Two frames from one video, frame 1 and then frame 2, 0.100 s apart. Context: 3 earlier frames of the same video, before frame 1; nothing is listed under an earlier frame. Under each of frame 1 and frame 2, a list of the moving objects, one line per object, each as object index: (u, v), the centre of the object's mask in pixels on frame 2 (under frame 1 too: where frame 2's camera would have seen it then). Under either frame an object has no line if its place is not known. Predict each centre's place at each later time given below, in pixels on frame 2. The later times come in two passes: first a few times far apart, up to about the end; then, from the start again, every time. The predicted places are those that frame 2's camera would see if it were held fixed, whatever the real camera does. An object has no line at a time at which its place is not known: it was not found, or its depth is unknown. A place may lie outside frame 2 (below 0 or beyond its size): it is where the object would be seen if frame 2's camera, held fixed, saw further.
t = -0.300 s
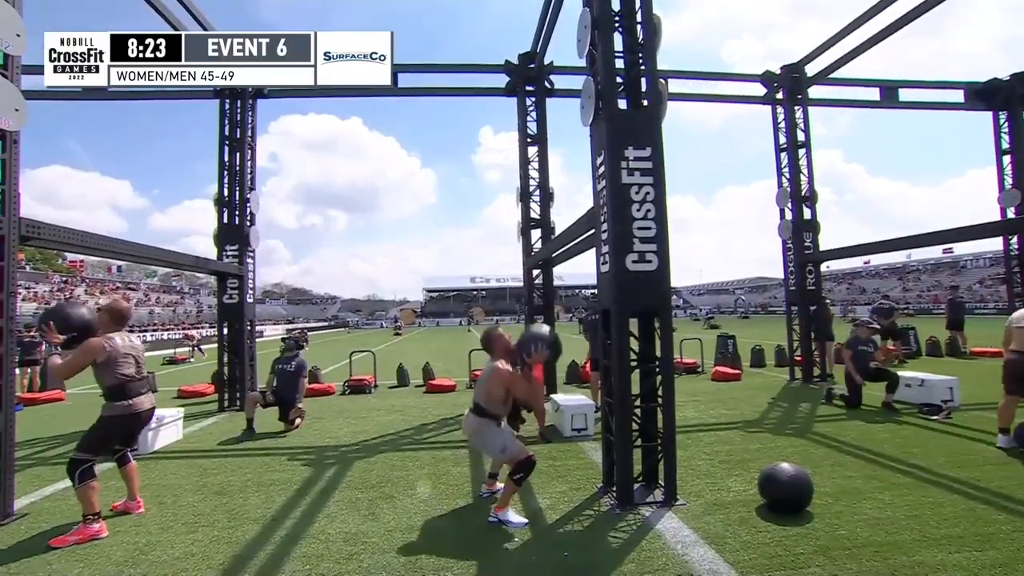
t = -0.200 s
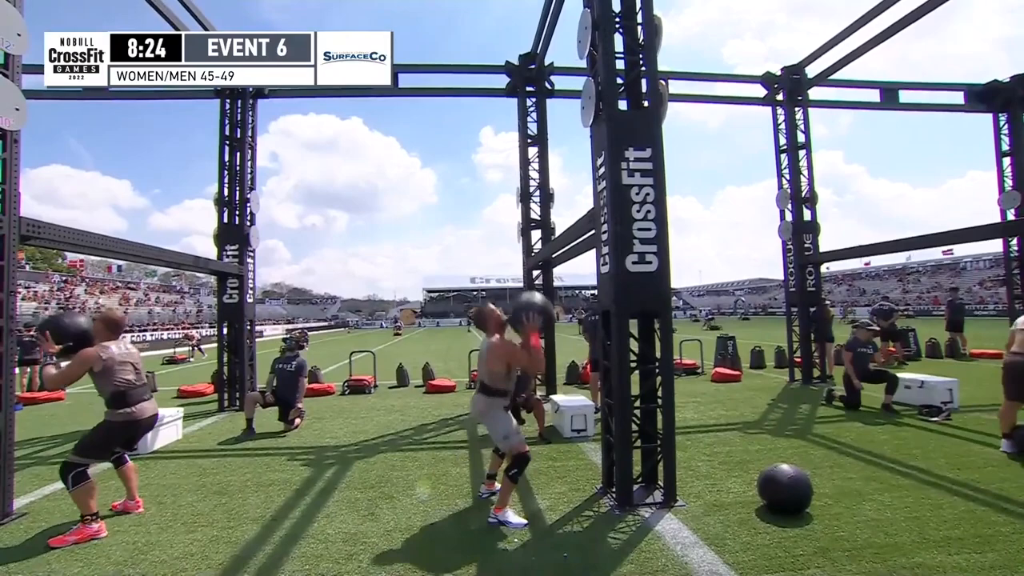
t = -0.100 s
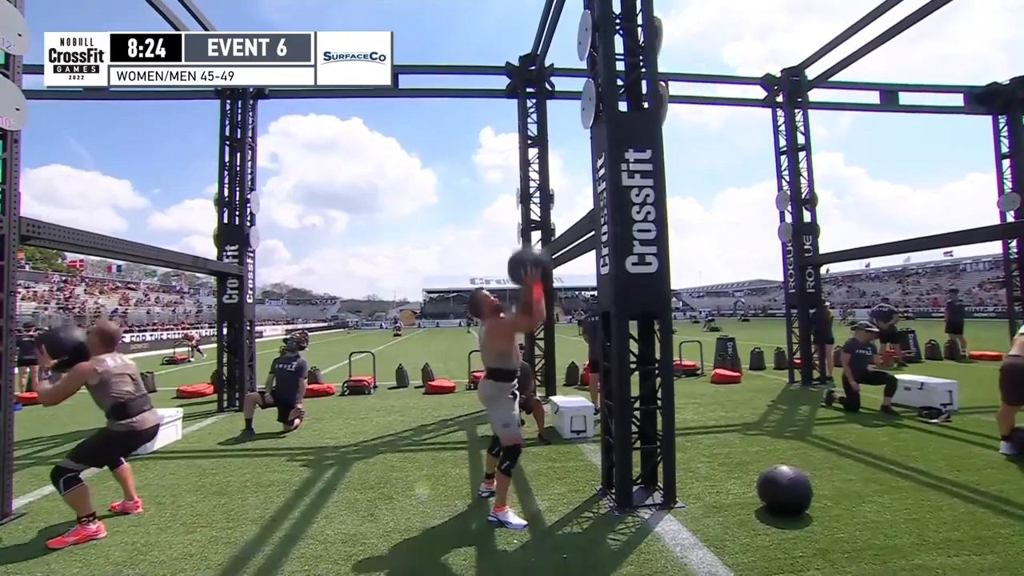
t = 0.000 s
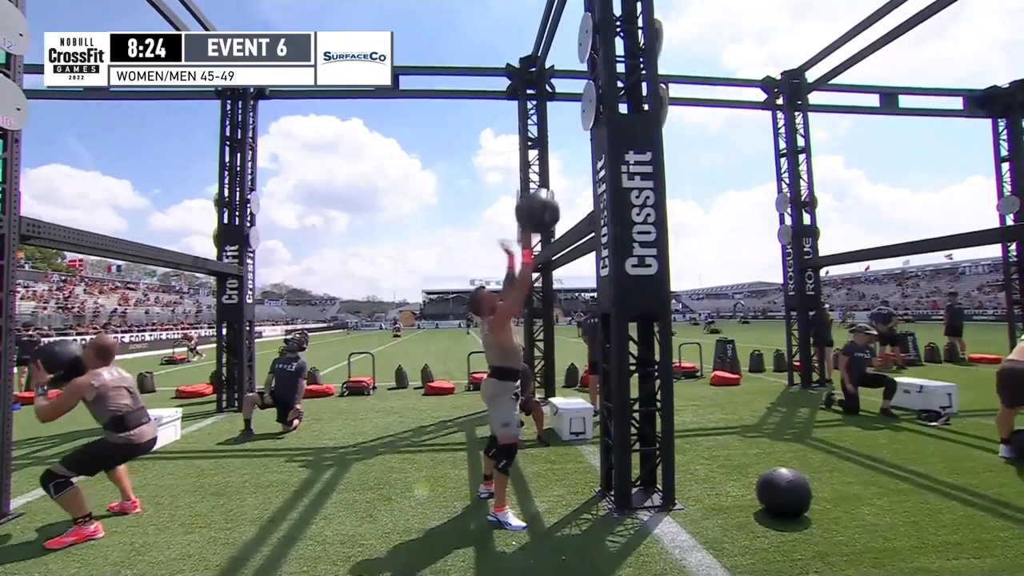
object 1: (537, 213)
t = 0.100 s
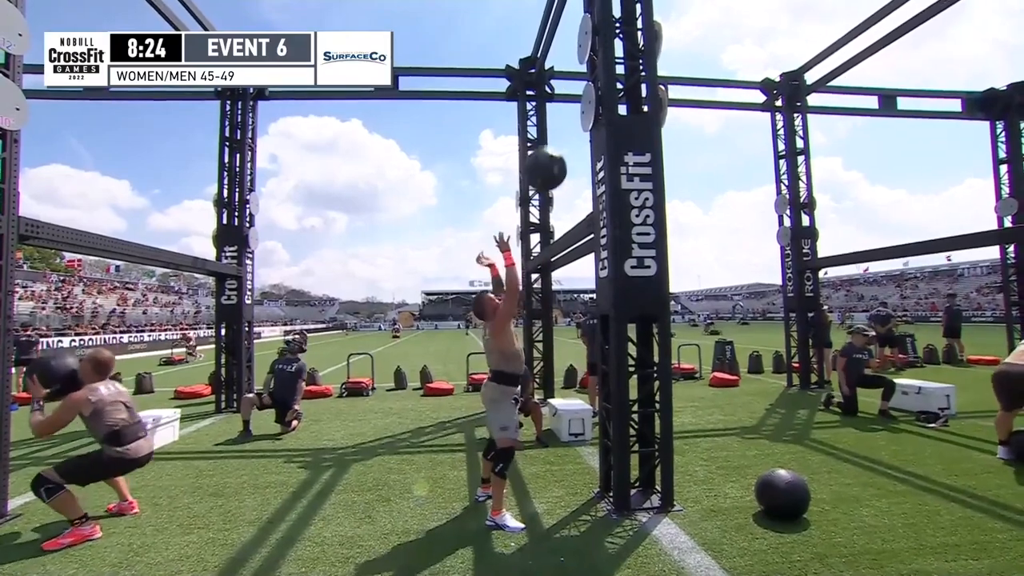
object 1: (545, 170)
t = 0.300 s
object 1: (560, 119)
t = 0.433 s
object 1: (565, 112)
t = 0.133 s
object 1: (547, 158)
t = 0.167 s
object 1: (550, 148)
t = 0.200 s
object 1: (552, 139)
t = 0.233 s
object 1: (555, 131)
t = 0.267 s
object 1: (558, 124)
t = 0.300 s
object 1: (560, 119)
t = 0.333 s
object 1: (562, 115)
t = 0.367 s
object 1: (566, 113)
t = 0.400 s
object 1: (566, 112)
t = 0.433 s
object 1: (565, 112)
